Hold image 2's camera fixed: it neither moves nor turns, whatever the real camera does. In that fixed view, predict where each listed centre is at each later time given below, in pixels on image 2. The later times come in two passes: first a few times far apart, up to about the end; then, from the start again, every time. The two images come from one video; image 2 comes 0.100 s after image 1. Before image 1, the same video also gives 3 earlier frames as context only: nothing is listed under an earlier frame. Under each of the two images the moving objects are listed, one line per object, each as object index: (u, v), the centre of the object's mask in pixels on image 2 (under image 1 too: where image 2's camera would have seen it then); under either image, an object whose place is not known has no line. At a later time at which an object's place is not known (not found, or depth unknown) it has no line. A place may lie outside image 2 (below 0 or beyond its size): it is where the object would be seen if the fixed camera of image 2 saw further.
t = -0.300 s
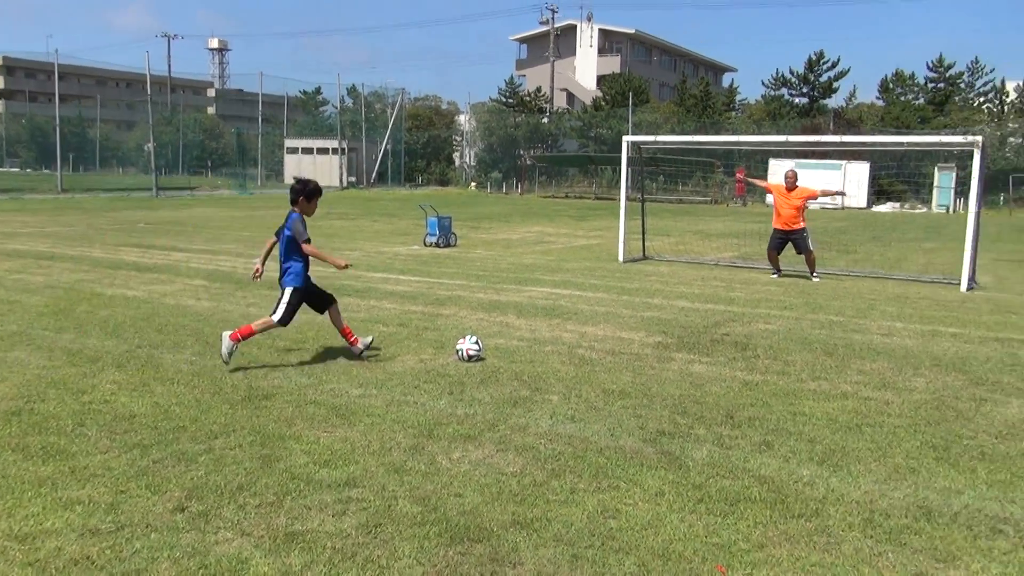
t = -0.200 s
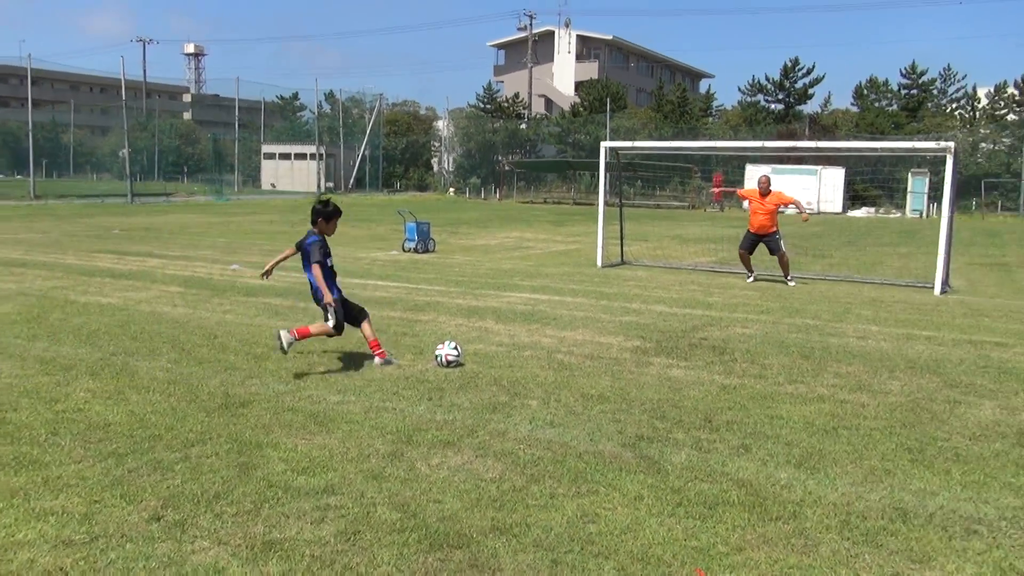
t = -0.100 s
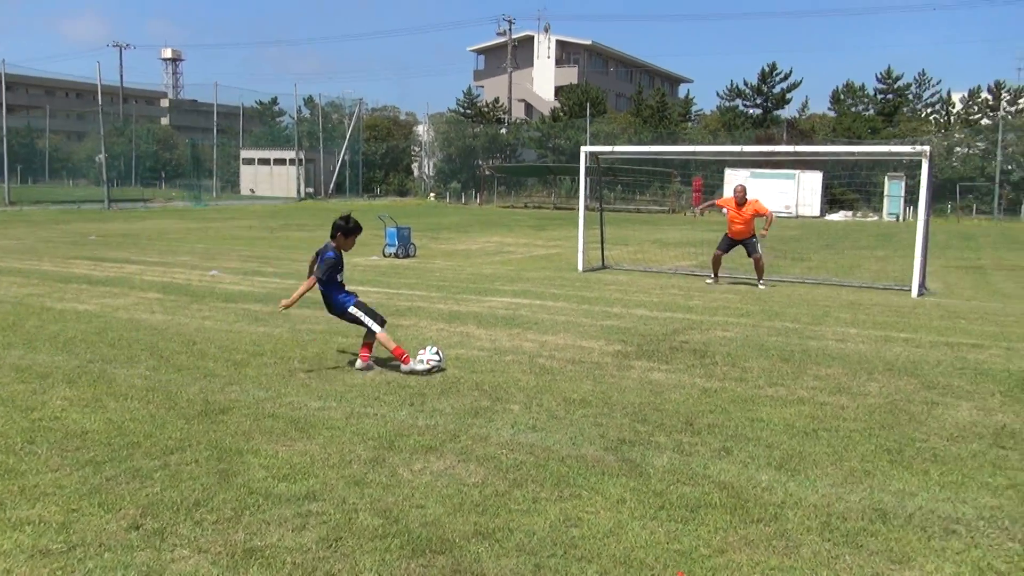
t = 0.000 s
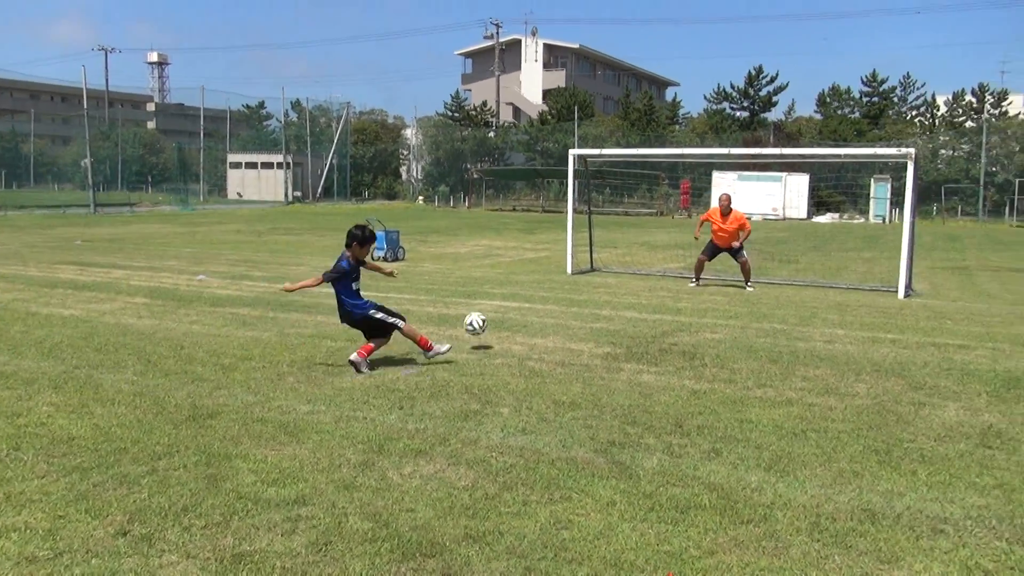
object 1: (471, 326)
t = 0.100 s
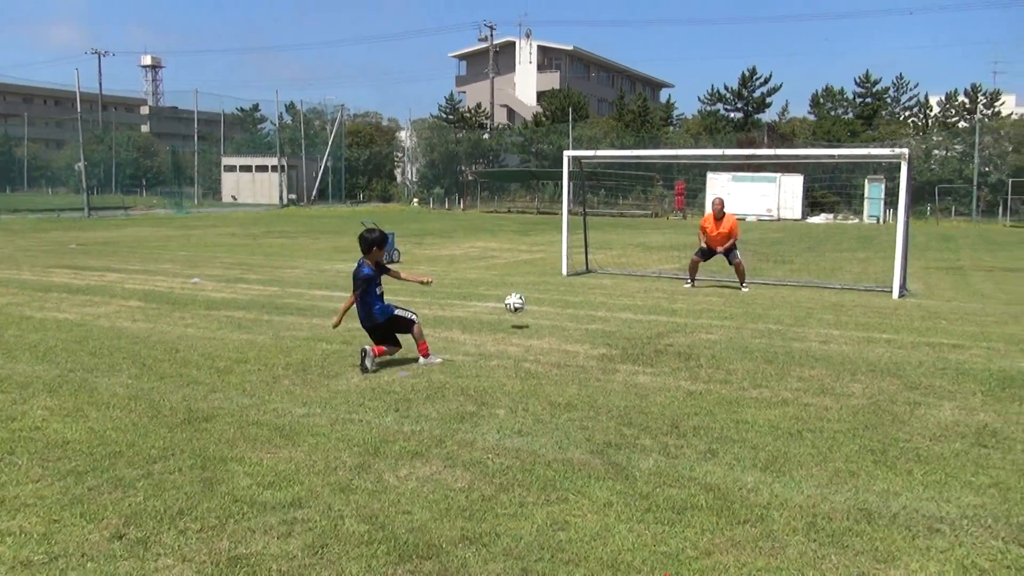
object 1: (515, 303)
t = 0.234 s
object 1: (557, 294)
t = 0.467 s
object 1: (597, 275)
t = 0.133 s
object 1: (527, 299)
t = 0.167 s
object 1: (537, 296)
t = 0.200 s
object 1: (548, 295)
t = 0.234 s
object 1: (557, 294)
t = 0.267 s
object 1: (566, 295)
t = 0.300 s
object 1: (573, 296)
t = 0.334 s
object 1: (579, 292)
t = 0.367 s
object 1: (584, 286)
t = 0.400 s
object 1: (588, 281)
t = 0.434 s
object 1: (592, 278)
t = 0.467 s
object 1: (597, 275)
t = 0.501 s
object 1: (600, 273)
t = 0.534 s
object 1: (604, 272)
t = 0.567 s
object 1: (607, 272)
